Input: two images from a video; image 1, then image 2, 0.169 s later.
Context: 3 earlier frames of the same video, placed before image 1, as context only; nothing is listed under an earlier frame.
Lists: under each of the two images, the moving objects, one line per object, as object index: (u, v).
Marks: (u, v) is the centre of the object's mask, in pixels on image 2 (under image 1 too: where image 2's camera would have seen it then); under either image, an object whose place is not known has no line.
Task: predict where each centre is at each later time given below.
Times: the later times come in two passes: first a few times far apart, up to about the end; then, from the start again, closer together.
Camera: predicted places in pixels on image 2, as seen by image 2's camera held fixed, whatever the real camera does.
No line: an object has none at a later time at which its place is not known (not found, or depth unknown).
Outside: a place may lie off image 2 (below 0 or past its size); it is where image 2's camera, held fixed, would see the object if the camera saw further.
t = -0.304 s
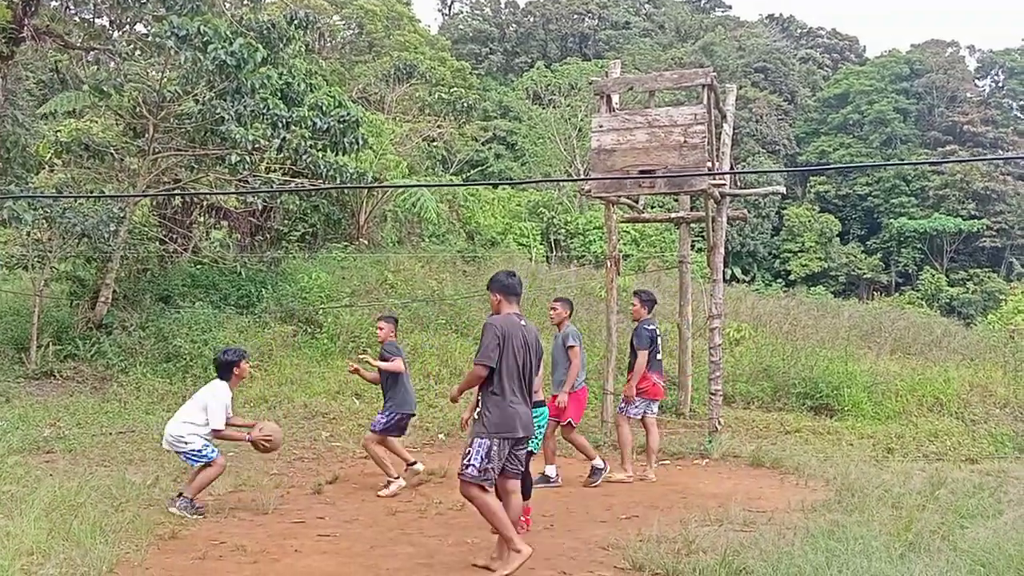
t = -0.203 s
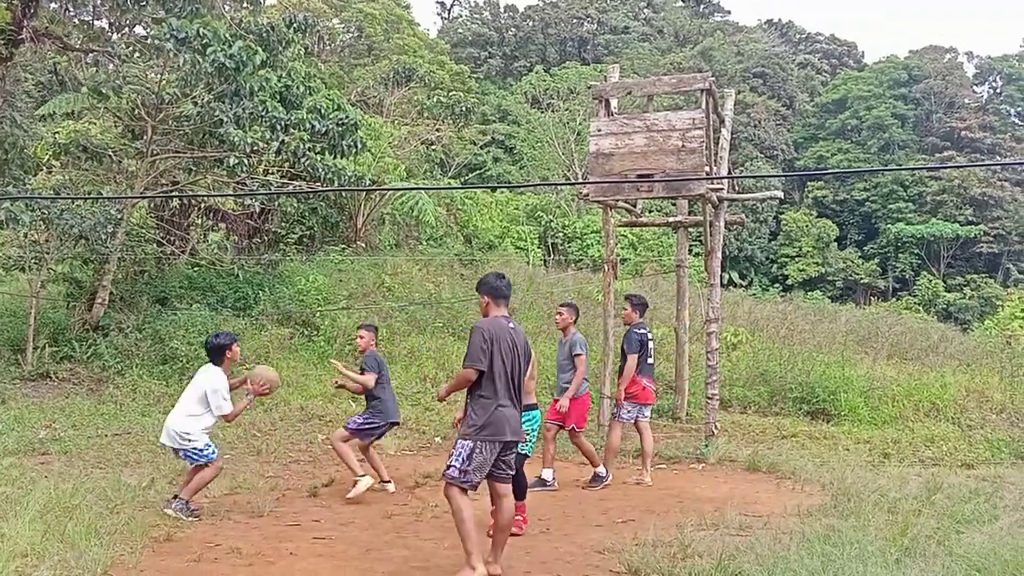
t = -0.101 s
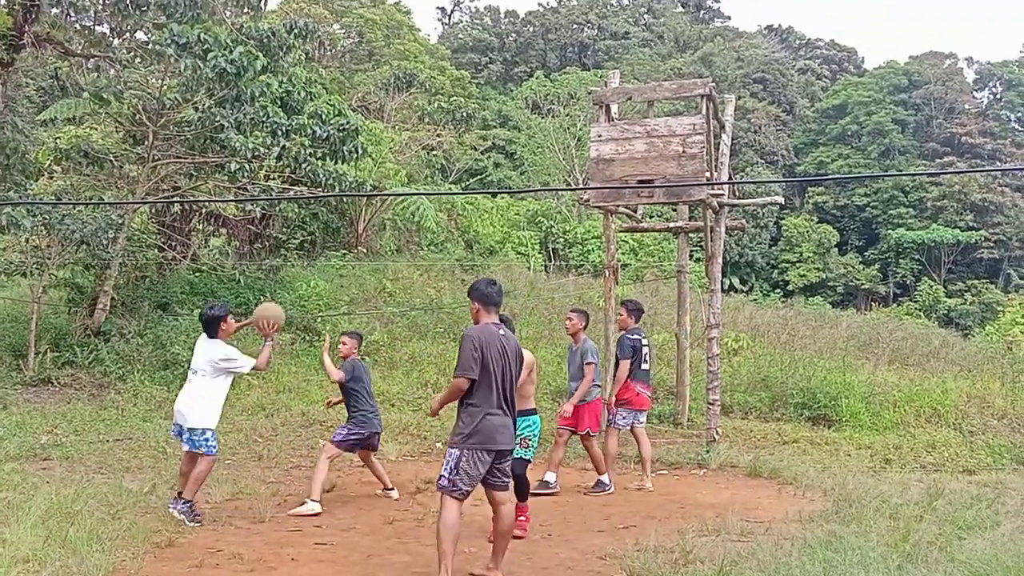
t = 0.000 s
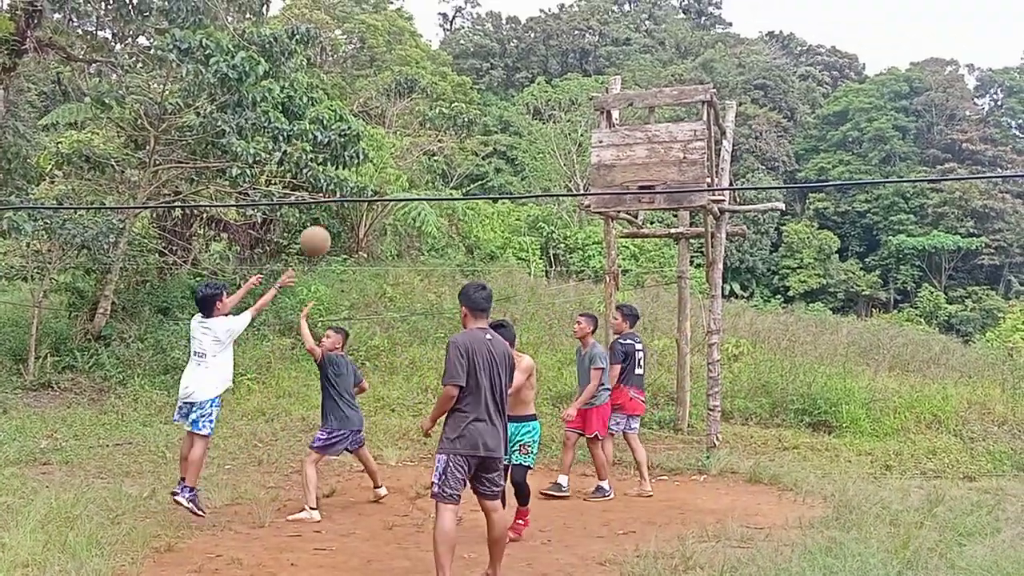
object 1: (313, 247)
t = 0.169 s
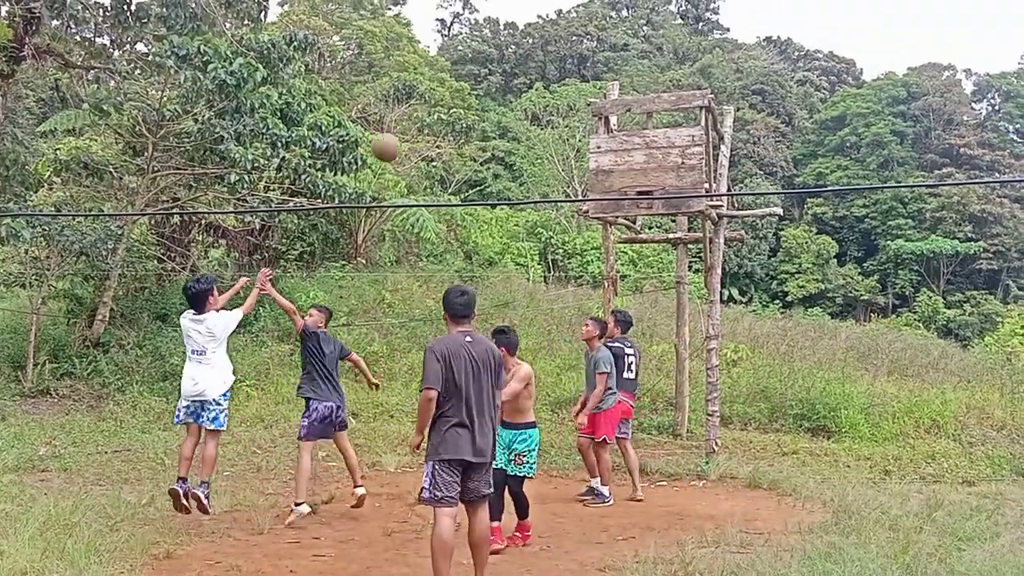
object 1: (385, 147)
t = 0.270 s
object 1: (425, 108)
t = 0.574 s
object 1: (524, 66)
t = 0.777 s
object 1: (581, 93)
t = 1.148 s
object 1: (650, 227)
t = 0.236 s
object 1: (412, 120)
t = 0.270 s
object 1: (425, 108)
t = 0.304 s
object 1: (437, 98)
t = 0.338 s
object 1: (450, 89)
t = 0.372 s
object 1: (460, 82)
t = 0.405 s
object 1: (472, 76)
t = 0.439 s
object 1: (483, 73)
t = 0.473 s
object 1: (494, 69)
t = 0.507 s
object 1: (504, 66)
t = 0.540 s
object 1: (514, 65)
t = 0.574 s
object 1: (524, 66)
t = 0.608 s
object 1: (534, 68)
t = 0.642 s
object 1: (544, 70)
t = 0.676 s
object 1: (554, 74)
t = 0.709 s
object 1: (564, 79)
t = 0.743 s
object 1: (572, 85)
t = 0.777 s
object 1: (581, 93)
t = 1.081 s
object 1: (650, 202)
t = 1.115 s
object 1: (650, 212)
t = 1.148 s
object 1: (650, 227)
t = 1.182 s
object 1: (650, 244)
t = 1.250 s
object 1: (650, 278)
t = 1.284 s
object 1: (650, 298)
